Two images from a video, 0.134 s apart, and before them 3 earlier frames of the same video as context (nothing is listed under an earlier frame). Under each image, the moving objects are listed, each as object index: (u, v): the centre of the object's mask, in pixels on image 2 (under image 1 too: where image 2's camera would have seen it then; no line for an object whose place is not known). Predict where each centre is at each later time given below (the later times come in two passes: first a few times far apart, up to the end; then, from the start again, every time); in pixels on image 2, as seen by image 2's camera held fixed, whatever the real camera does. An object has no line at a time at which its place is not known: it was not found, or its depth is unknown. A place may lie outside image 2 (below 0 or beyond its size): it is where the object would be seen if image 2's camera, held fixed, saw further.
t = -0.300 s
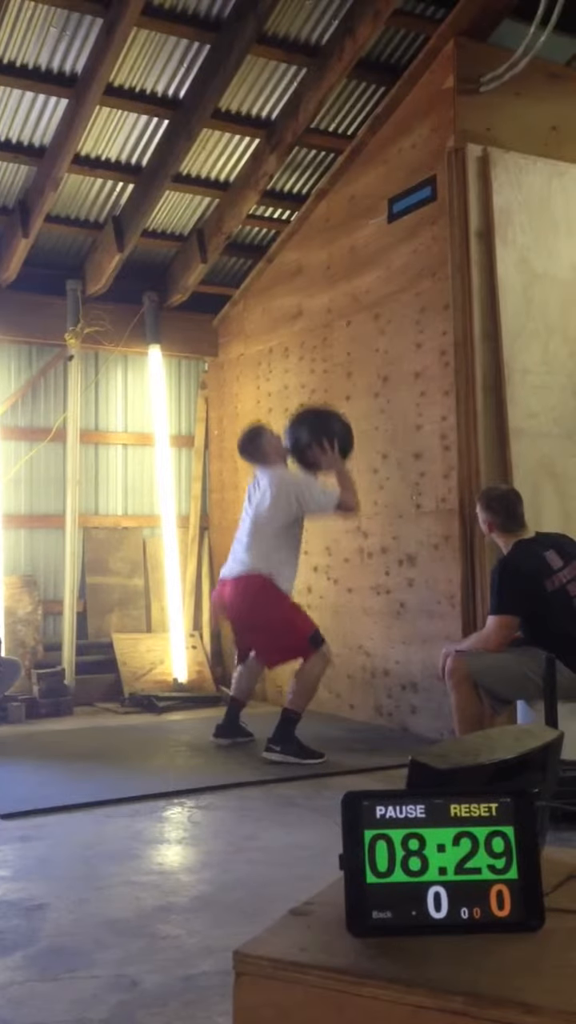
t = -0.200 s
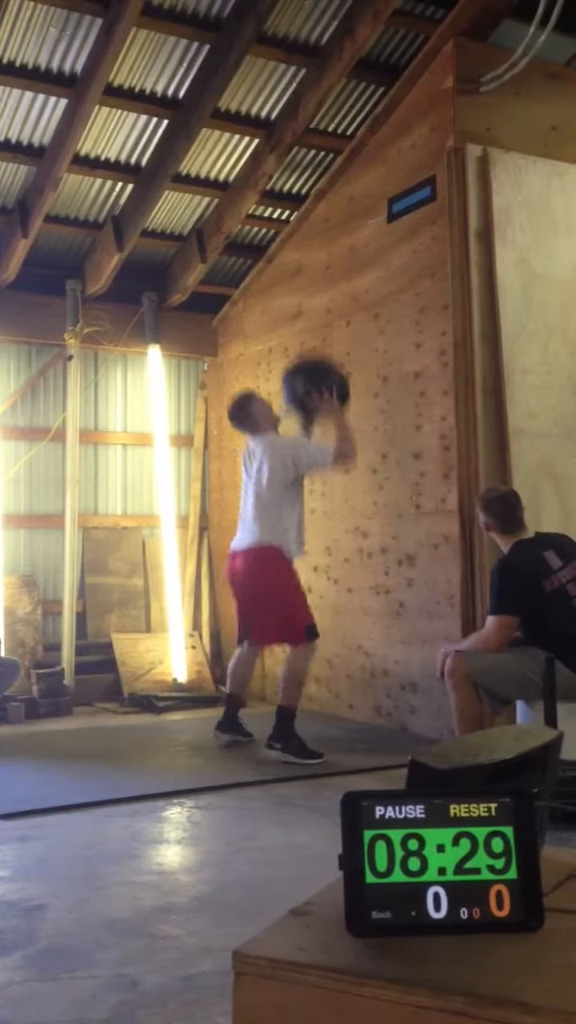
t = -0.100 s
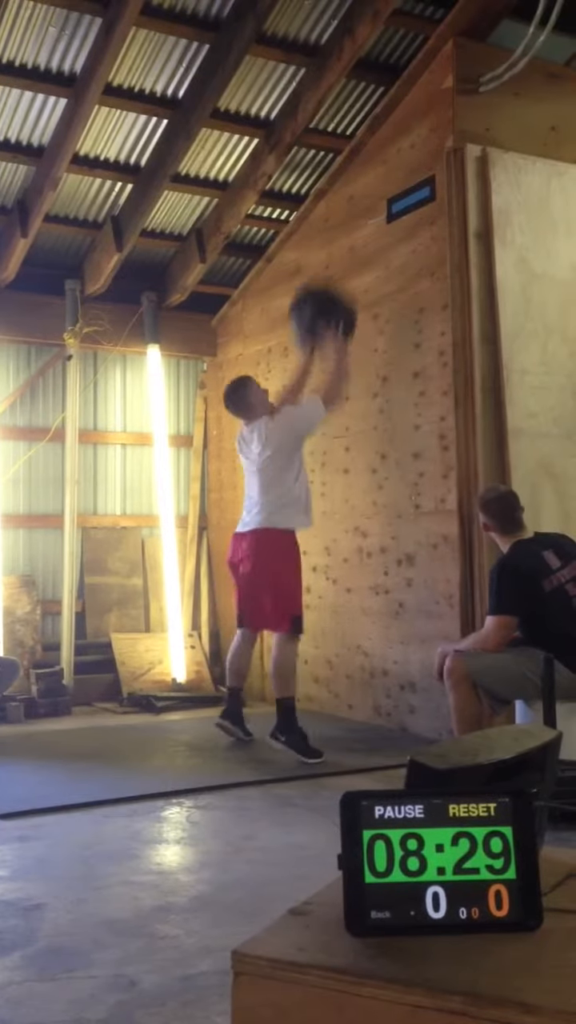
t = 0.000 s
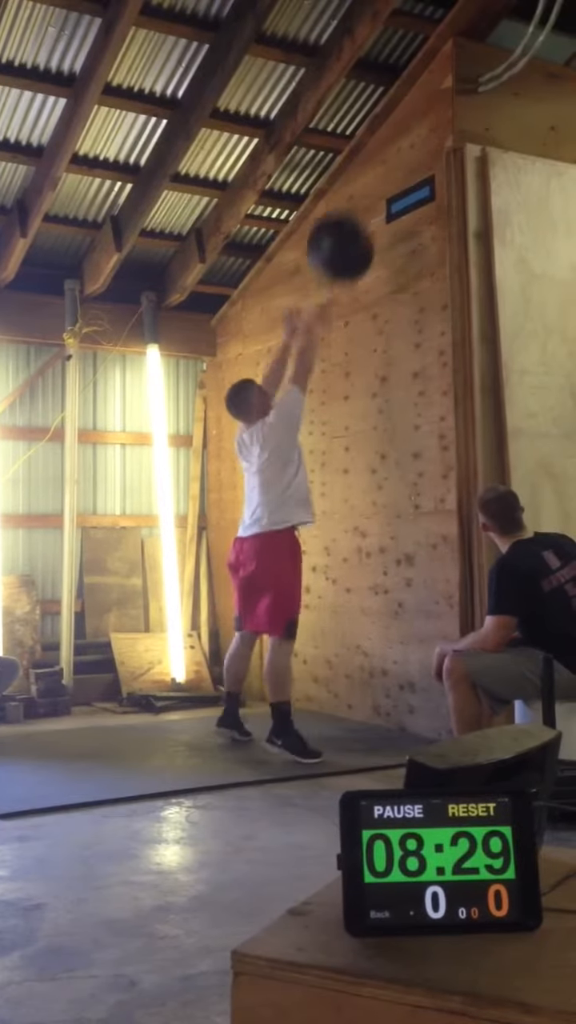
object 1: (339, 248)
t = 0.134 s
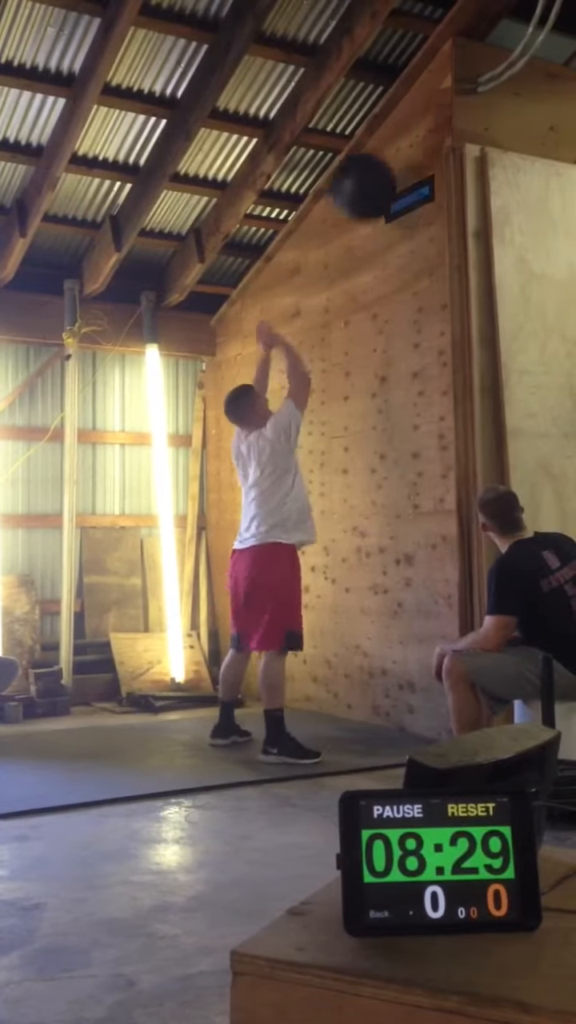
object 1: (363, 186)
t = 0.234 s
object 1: (385, 161)
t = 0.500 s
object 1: (363, 174)
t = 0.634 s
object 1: (348, 227)
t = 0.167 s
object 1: (369, 176)
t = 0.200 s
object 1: (376, 167)
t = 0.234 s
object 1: (385, 161)
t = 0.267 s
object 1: (388, 158)
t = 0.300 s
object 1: (387, 155)
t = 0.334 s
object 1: (385, 153)
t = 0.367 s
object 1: (378, 154)
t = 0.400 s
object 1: (375, 155)
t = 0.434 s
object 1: (371, 160)
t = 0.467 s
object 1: (368, 166)
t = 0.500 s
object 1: (363, 174)
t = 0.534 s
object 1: (359, 183)
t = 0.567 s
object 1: (355, 196)
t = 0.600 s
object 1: (351, 211)
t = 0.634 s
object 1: (348, 227)
